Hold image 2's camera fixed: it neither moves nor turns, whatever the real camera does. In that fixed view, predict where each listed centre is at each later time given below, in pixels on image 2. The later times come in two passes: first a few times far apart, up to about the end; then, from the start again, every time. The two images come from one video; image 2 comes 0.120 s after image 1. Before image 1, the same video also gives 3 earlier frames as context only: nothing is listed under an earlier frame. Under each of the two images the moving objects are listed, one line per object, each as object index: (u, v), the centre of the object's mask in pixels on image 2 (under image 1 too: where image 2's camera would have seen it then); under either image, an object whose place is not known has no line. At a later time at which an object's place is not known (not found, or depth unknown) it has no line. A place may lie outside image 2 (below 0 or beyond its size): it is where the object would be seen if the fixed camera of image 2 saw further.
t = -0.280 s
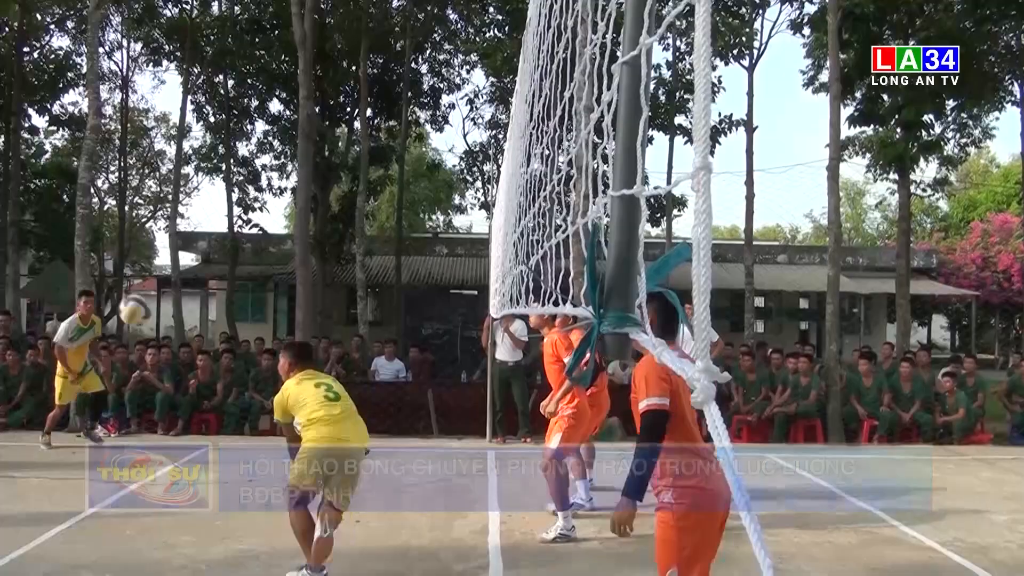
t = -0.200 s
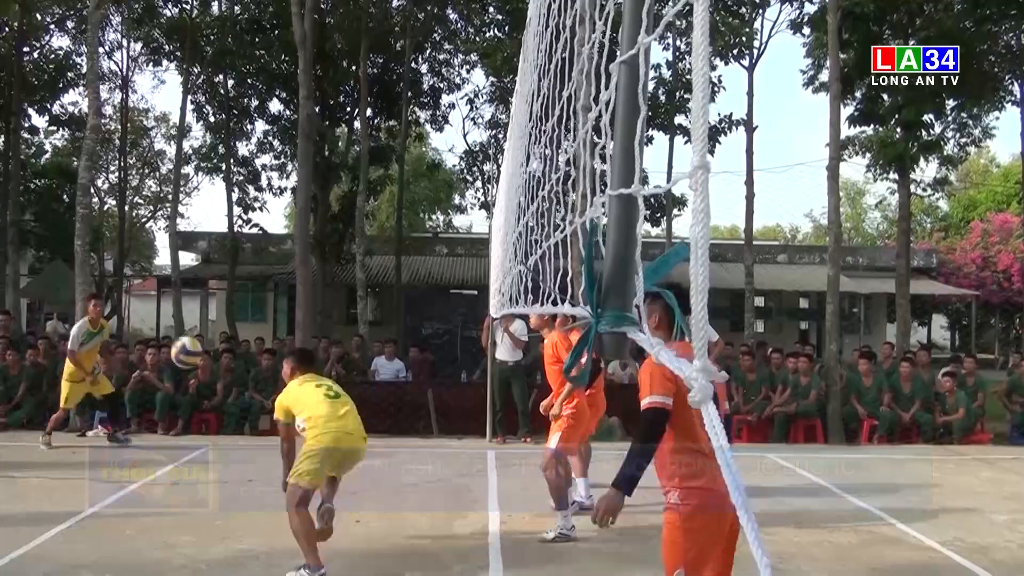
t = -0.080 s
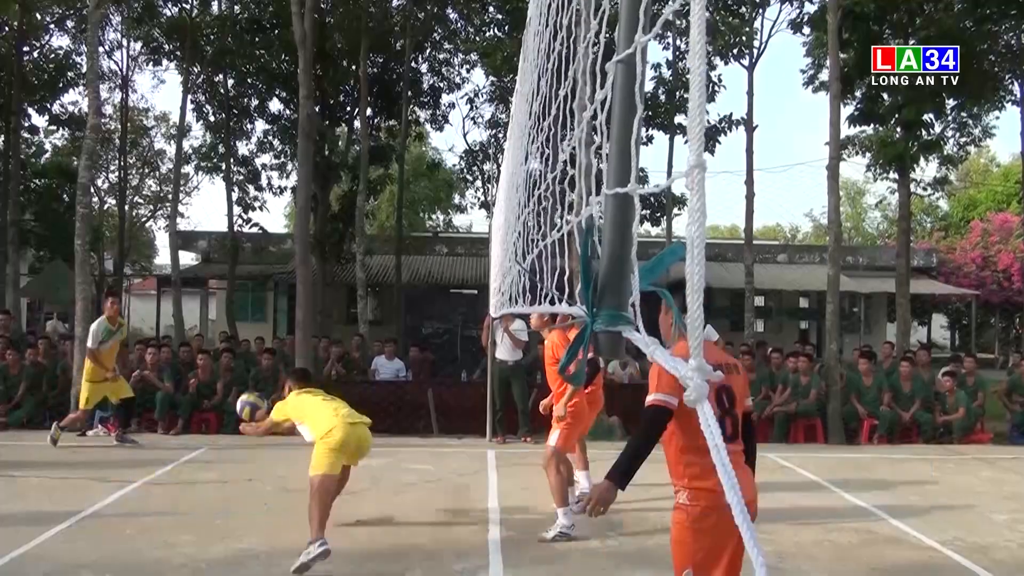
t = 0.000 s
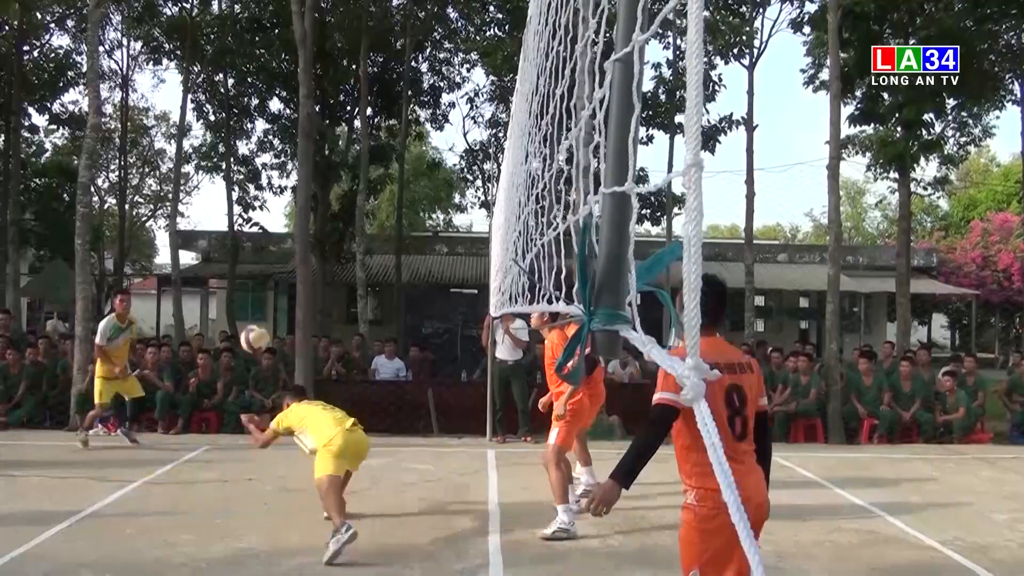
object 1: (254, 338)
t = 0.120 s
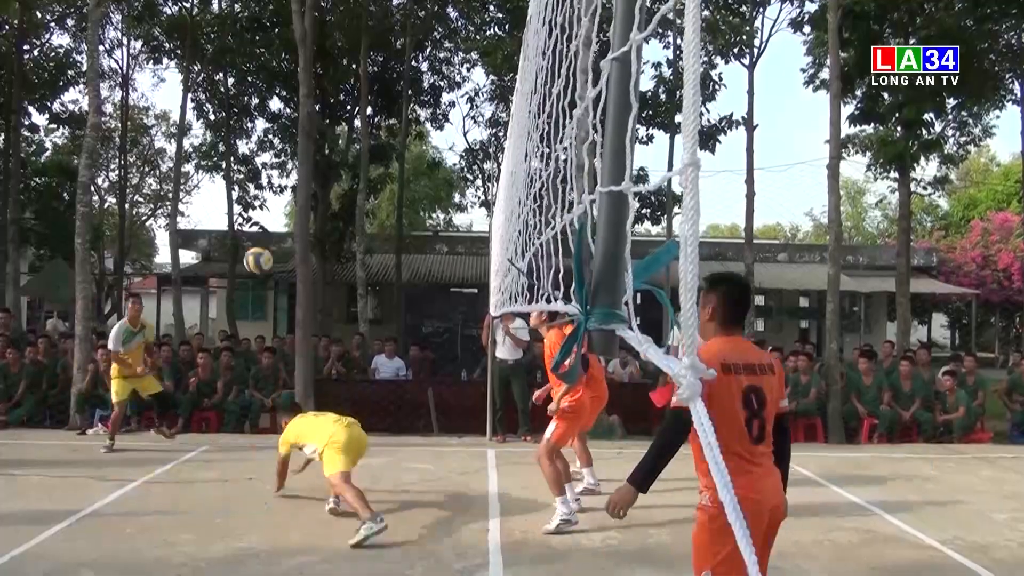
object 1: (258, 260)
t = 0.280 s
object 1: (261, 192)
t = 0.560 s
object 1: (266, 154)
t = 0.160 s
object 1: (259, 239)
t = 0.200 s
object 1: (260, 220)
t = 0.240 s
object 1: (261, 205)
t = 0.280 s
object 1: (261, 192)
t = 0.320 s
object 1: (263, 179)
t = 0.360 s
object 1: (263, 170)
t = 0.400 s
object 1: (263, 163)
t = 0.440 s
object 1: (265, 158)
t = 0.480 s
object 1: (266, 155)
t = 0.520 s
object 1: (266, 153)
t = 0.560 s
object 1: (266, 154)
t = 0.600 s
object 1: (266, 156)
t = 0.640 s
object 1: (266, 159)
